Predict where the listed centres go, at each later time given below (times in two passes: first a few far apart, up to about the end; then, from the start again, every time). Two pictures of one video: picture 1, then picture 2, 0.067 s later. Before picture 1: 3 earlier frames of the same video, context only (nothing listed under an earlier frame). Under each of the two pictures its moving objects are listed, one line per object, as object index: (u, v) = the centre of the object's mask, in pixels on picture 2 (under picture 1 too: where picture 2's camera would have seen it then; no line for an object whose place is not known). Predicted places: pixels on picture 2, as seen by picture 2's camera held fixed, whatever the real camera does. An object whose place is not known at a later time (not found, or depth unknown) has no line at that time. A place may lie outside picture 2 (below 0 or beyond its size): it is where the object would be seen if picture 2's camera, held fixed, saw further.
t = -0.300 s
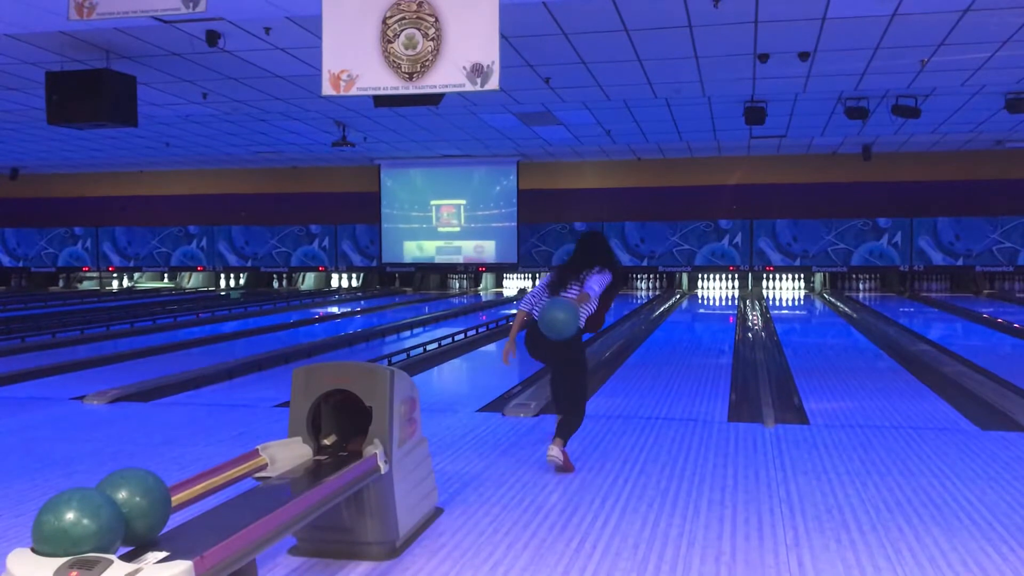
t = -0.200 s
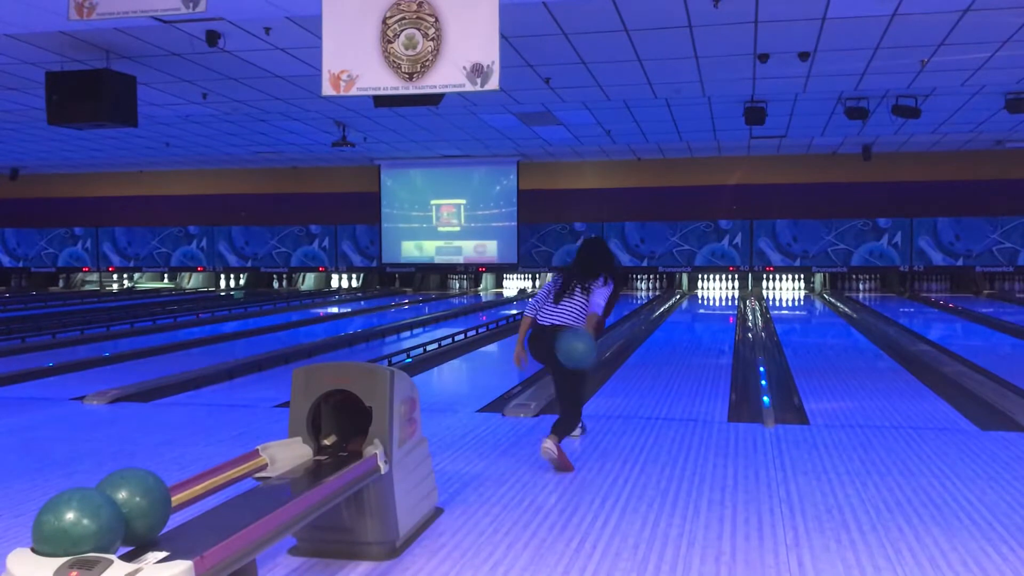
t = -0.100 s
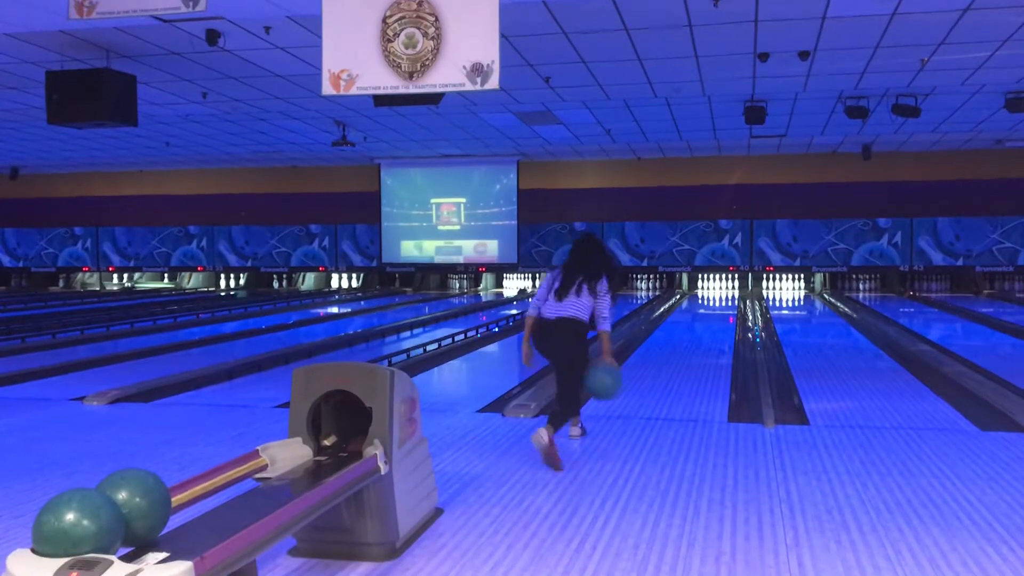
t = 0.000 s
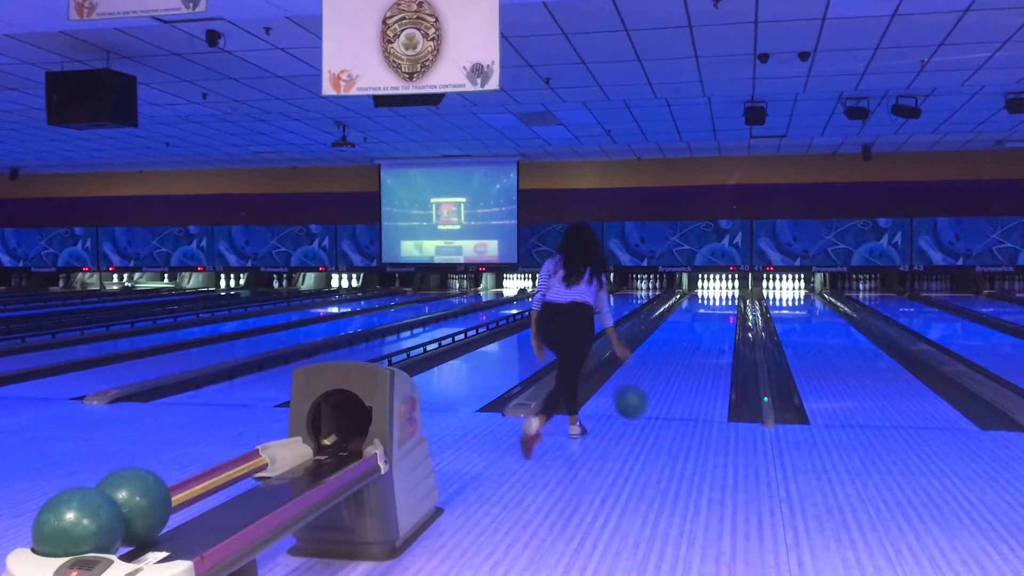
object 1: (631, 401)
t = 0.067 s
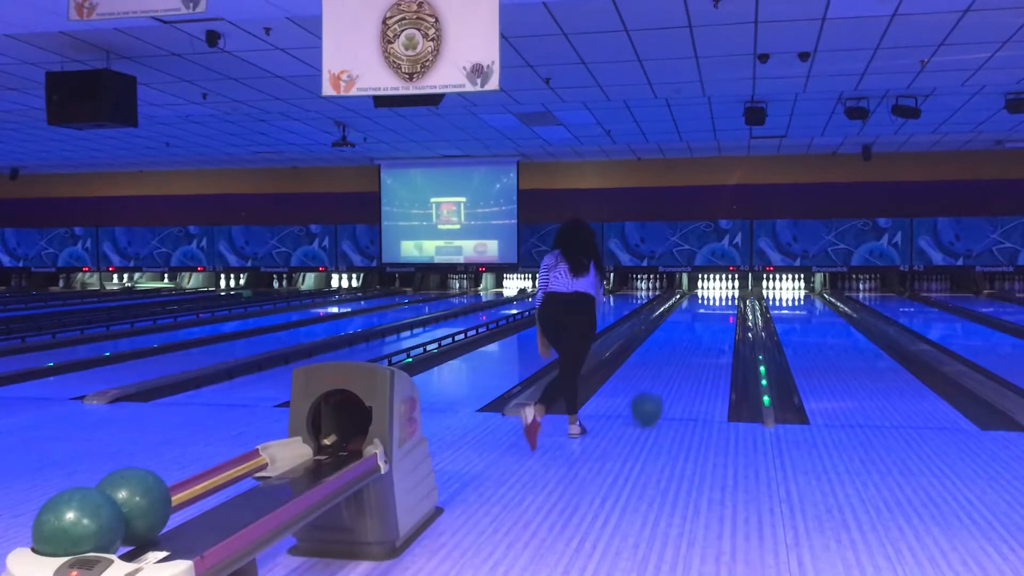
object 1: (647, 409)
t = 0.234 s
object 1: (677, 389)
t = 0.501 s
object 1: (713, 365)
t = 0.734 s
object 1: (734, 349)
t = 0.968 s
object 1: (742, 341)
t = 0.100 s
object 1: (654, 402)
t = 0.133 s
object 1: (660, 396)
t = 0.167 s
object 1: (666, 393)
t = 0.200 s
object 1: (672, 390)
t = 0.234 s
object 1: (677, 389)
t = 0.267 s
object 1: (682, 386)
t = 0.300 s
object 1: (687, 383)
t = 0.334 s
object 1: (692, 379)
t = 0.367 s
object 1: (697, 376)
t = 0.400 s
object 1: (702, 373)
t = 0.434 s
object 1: (705, 370)
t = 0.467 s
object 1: (709, 368)
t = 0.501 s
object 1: (713, 365)
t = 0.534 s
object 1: (717, 362)
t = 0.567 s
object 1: (720, 360)
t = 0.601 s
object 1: (723, 357)
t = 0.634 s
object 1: (725, 355)
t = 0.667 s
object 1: (727, 352)
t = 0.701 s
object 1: (732, 350)
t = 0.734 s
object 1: (734, 349)
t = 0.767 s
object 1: (739, 347)
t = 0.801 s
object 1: (741, 347)
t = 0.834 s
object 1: (743, 347)
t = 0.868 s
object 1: (744, 345)
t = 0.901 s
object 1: (744, 343)
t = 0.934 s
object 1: (743, 343)
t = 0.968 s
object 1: (742, 341)
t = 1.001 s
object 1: (742, 340)
